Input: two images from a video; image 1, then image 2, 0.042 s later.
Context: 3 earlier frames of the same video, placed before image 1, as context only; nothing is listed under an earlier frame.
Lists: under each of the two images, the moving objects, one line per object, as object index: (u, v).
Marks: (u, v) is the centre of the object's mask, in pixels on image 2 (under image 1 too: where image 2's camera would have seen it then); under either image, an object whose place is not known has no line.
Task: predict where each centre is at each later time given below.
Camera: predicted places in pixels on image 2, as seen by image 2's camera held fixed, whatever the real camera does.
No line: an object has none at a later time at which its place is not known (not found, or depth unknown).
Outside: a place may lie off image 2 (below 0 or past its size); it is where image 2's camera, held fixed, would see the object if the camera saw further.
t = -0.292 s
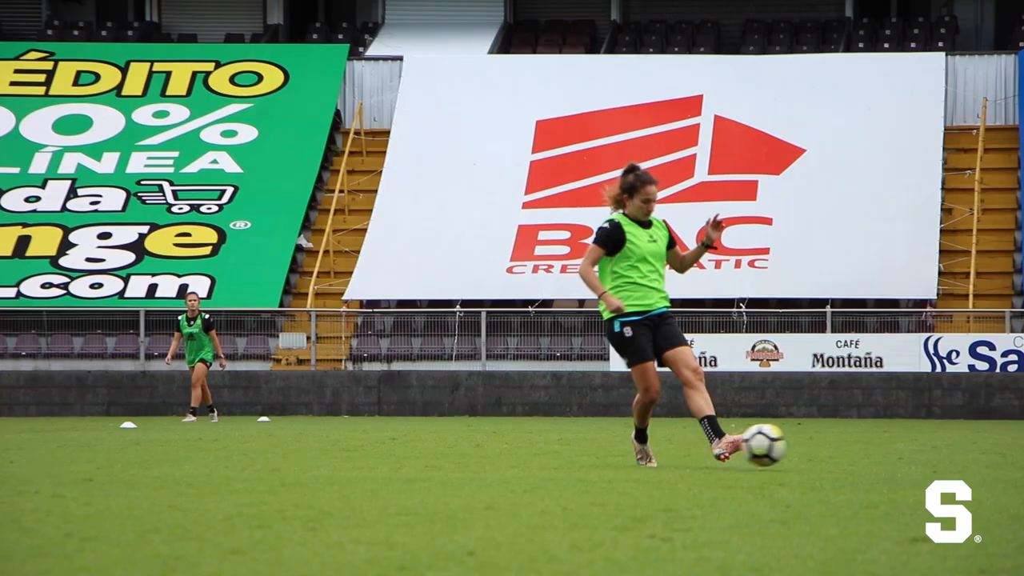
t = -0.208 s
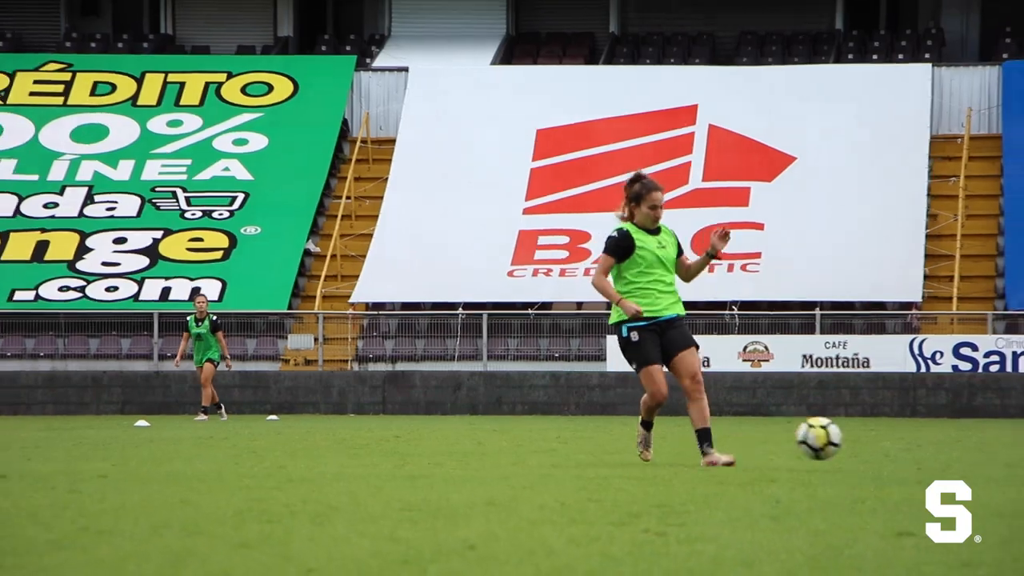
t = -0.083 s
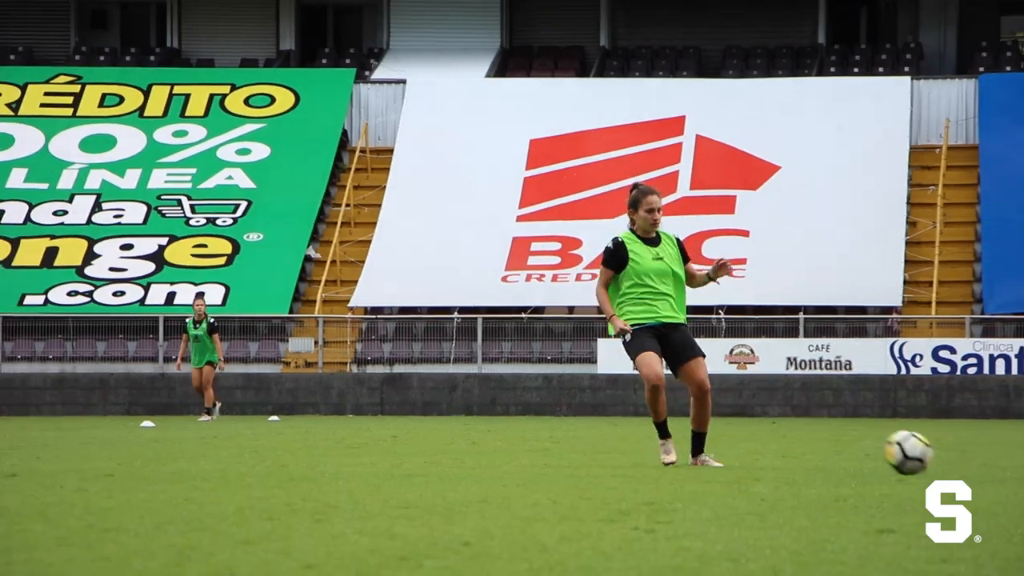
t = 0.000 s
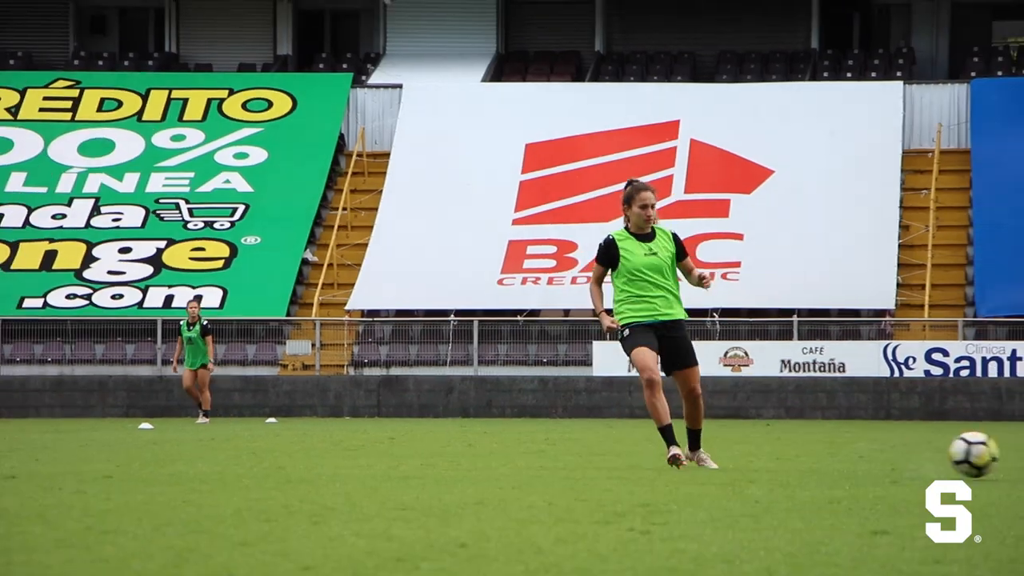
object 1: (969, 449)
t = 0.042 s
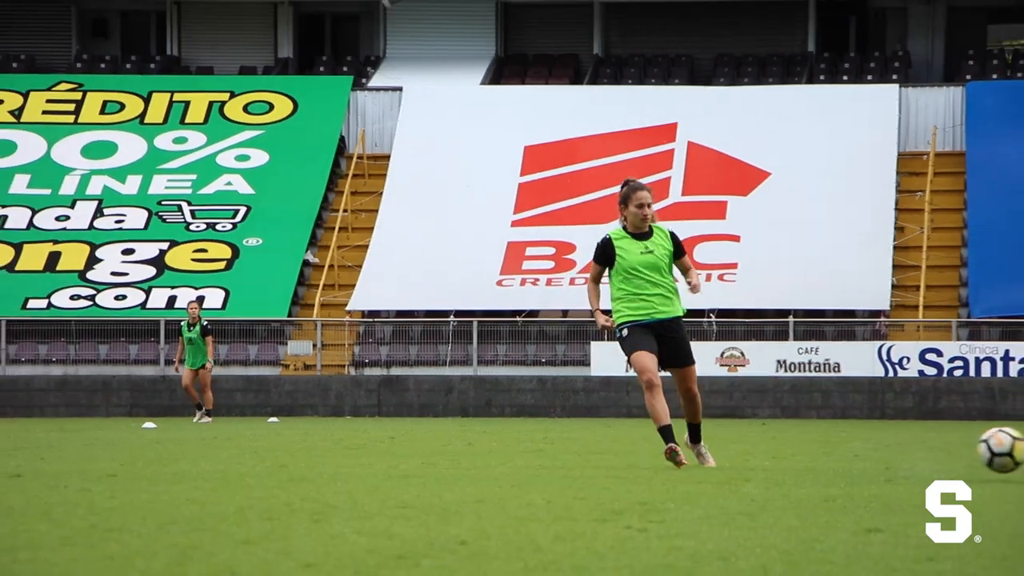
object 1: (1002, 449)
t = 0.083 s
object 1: (1022, 446)
